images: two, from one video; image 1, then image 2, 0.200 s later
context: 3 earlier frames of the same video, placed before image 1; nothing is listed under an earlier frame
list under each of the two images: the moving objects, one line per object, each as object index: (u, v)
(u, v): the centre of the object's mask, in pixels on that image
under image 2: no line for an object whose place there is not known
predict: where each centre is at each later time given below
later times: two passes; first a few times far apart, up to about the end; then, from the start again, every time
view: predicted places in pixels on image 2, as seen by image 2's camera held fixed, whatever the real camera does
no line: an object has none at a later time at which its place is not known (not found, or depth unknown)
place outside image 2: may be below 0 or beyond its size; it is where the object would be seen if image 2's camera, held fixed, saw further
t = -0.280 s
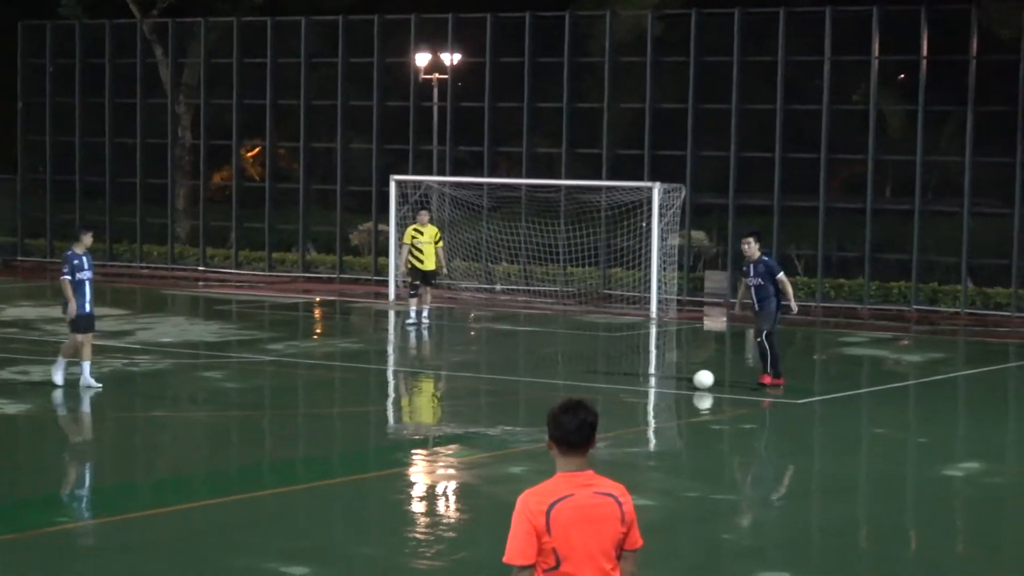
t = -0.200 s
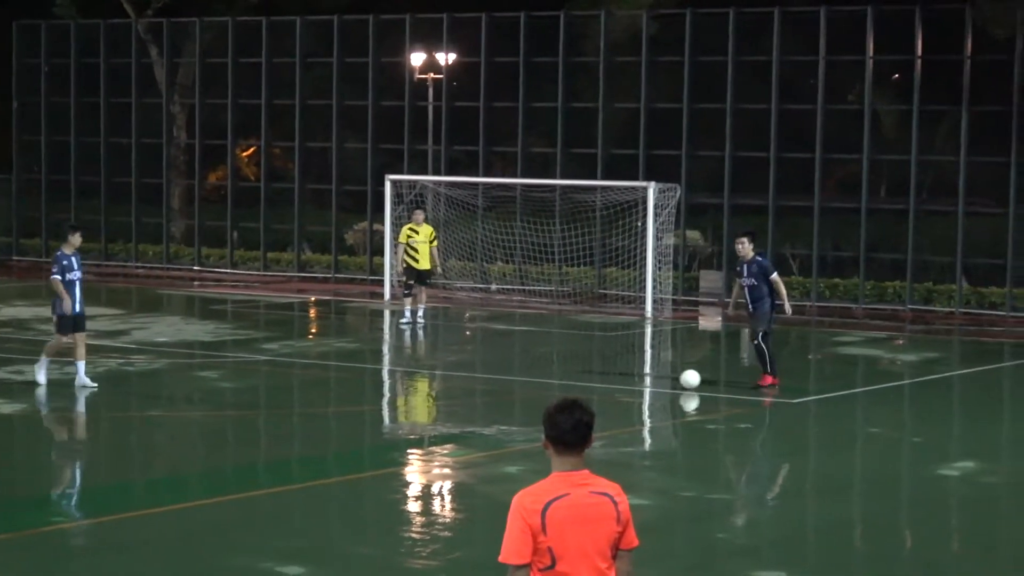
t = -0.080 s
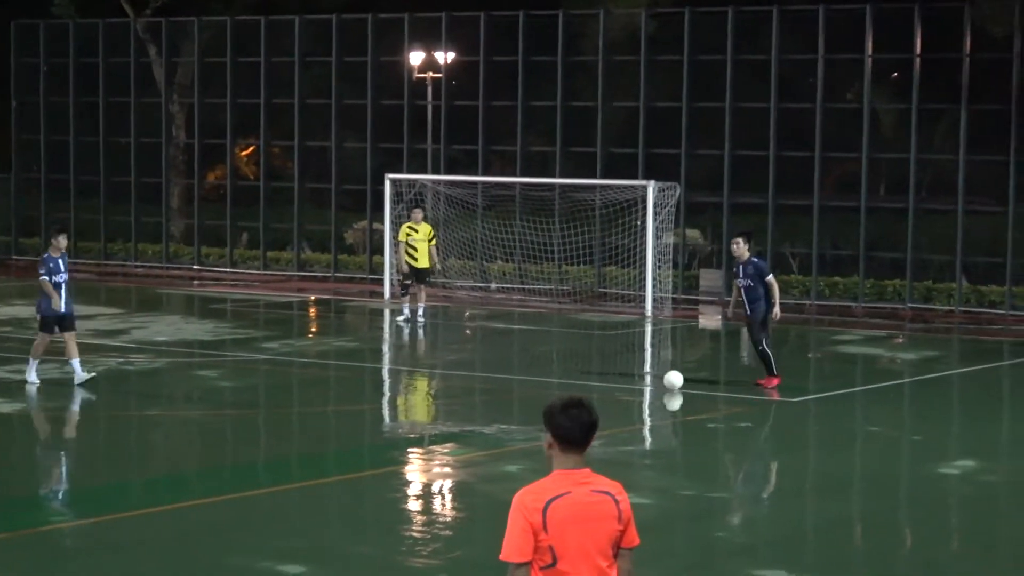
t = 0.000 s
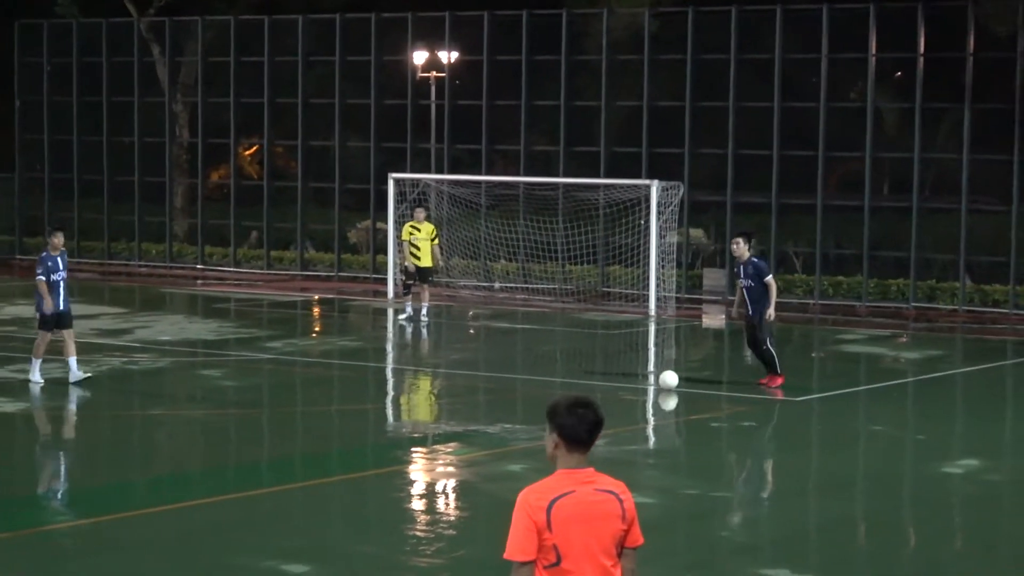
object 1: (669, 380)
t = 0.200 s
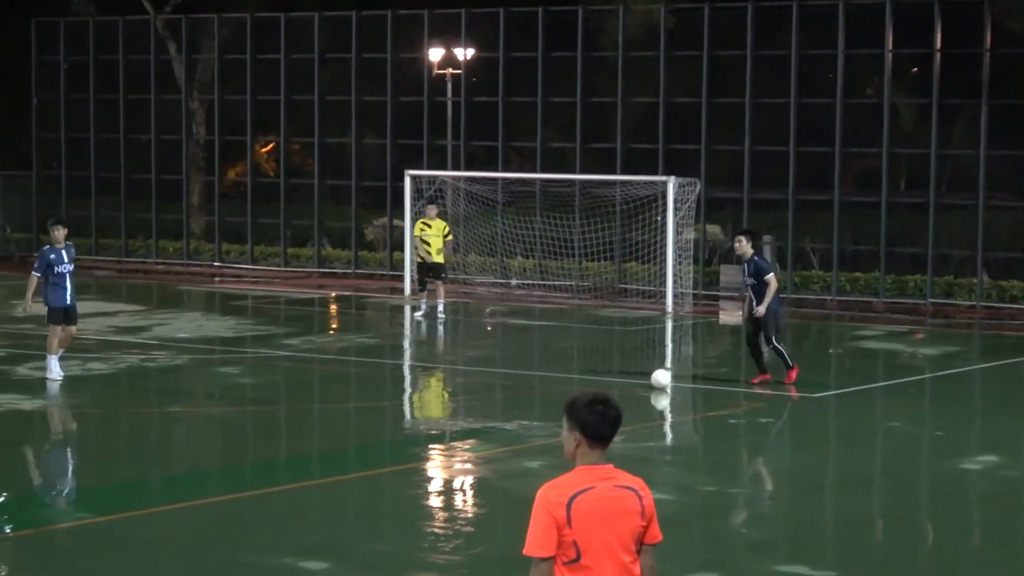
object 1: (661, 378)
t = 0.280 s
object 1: (651, 379)
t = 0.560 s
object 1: (618, 382)
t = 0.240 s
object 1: (655, 379)
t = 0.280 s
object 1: (651, 379)
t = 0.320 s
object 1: (645, 379)
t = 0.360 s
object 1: (641, 380)
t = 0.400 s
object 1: (637, 380)
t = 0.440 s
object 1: (632, 381)
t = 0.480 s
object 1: (628, 381)
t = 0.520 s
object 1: (622, 382)
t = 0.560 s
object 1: (618, 382)
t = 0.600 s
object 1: (614, 382)
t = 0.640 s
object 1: (609, 383)
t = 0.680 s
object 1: (606, 383)
